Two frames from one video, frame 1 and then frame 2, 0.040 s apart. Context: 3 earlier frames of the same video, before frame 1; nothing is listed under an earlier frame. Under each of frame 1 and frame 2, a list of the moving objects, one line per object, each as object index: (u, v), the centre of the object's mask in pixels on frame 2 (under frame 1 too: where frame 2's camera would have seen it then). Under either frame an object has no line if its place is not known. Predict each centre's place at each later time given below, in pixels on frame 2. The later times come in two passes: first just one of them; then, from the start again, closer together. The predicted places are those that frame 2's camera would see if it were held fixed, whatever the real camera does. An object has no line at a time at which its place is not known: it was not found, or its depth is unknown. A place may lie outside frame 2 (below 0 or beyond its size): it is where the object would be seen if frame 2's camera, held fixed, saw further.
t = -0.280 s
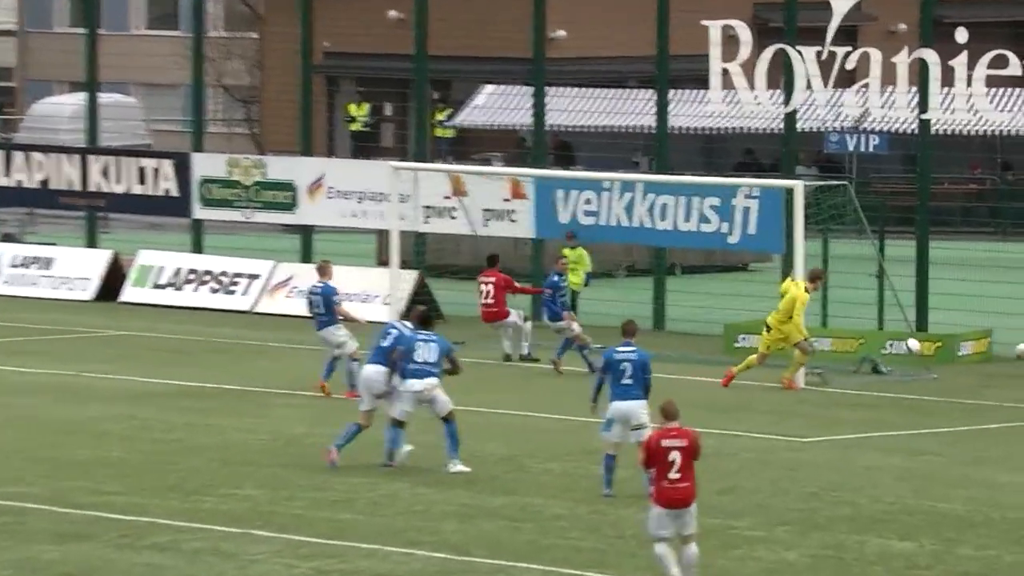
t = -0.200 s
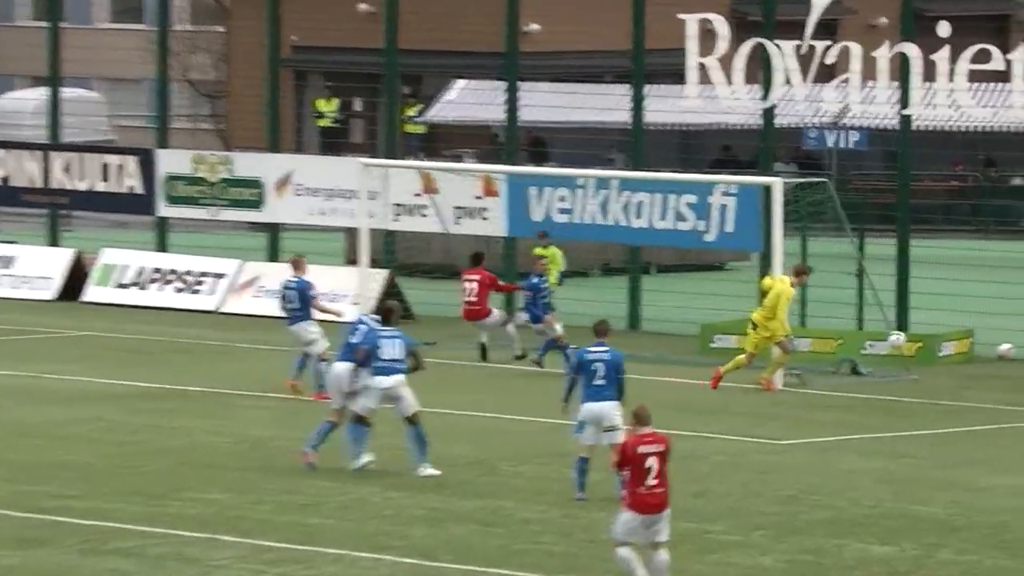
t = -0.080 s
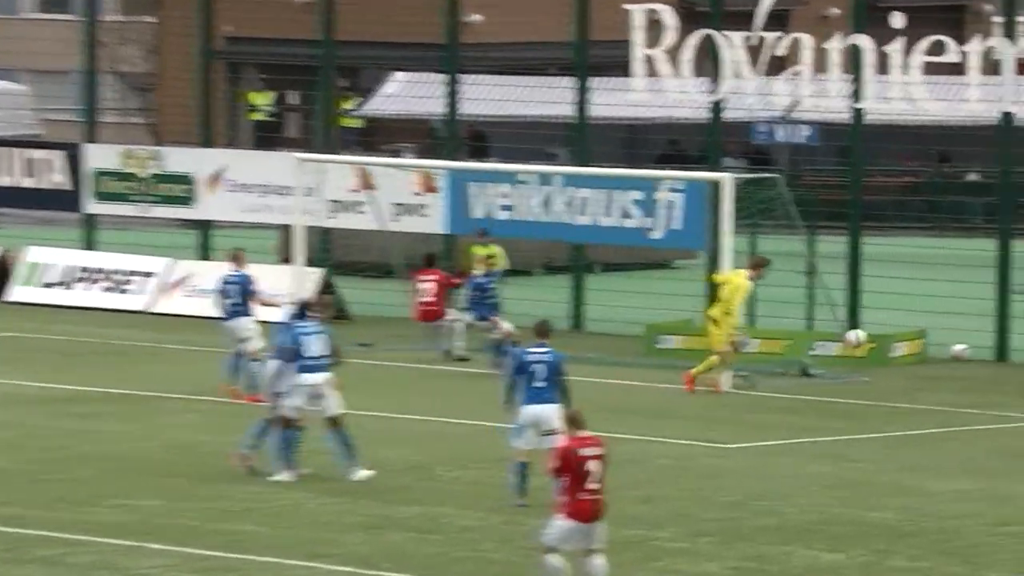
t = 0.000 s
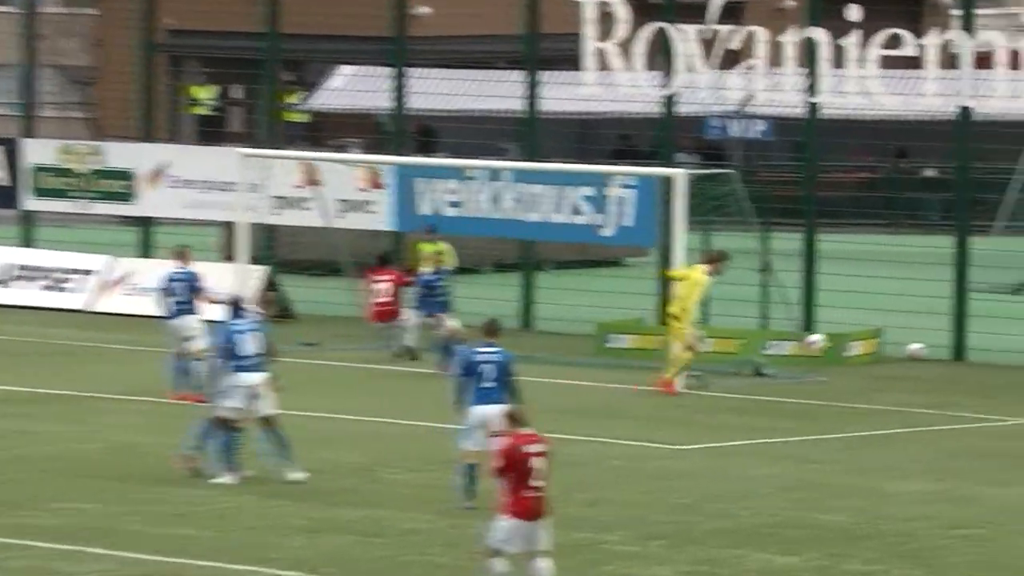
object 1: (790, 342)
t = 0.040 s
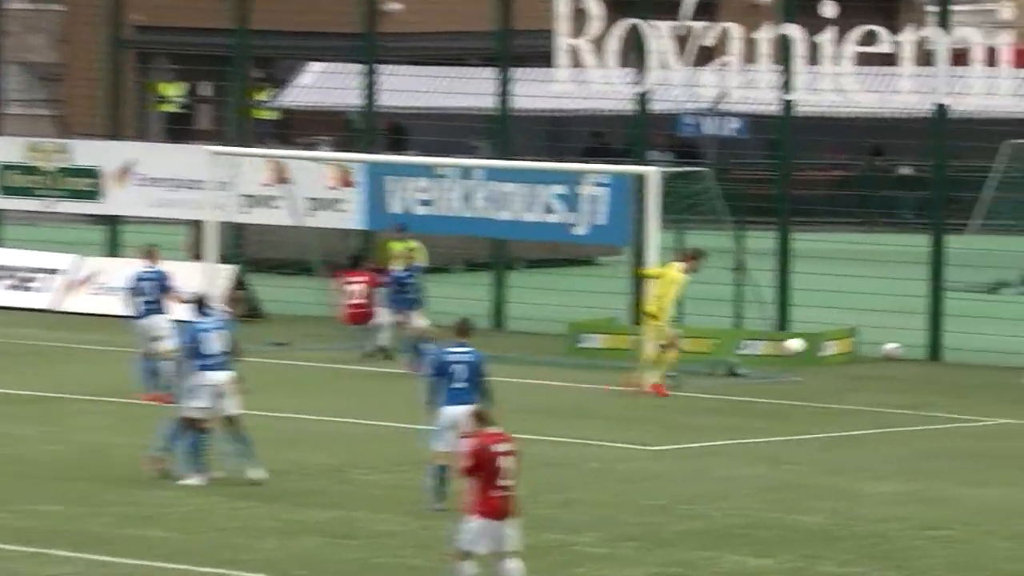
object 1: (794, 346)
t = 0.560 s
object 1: (835, 381)
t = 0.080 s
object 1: (796, 353)
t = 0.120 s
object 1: (799, 361)
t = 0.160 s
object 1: (803, 369)
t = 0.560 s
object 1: (835, 381)
